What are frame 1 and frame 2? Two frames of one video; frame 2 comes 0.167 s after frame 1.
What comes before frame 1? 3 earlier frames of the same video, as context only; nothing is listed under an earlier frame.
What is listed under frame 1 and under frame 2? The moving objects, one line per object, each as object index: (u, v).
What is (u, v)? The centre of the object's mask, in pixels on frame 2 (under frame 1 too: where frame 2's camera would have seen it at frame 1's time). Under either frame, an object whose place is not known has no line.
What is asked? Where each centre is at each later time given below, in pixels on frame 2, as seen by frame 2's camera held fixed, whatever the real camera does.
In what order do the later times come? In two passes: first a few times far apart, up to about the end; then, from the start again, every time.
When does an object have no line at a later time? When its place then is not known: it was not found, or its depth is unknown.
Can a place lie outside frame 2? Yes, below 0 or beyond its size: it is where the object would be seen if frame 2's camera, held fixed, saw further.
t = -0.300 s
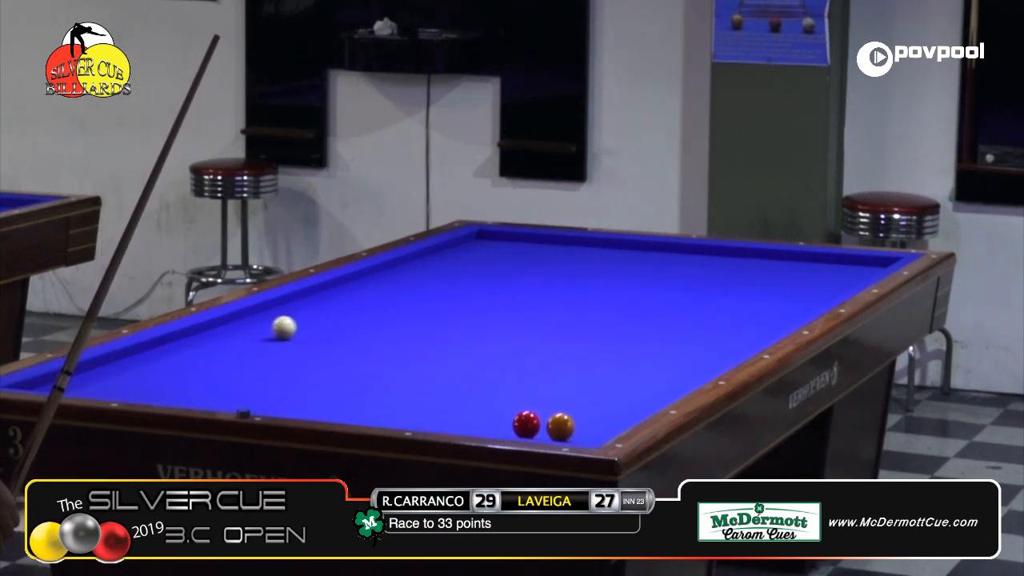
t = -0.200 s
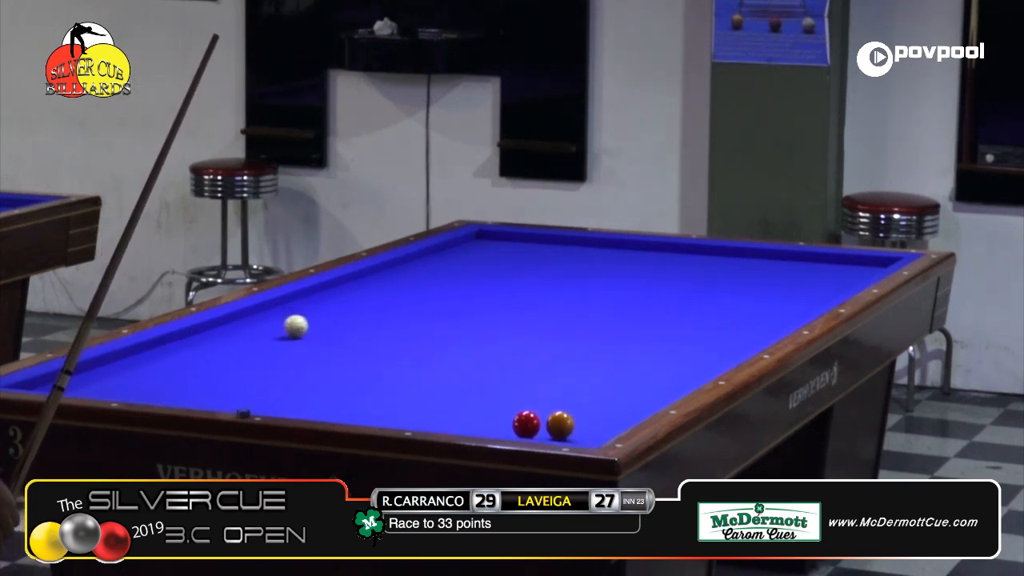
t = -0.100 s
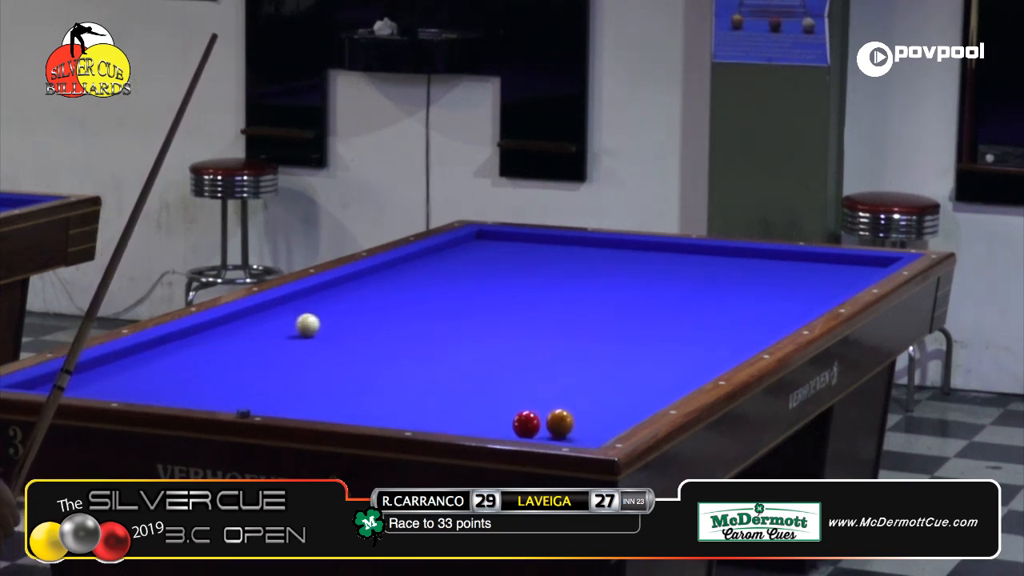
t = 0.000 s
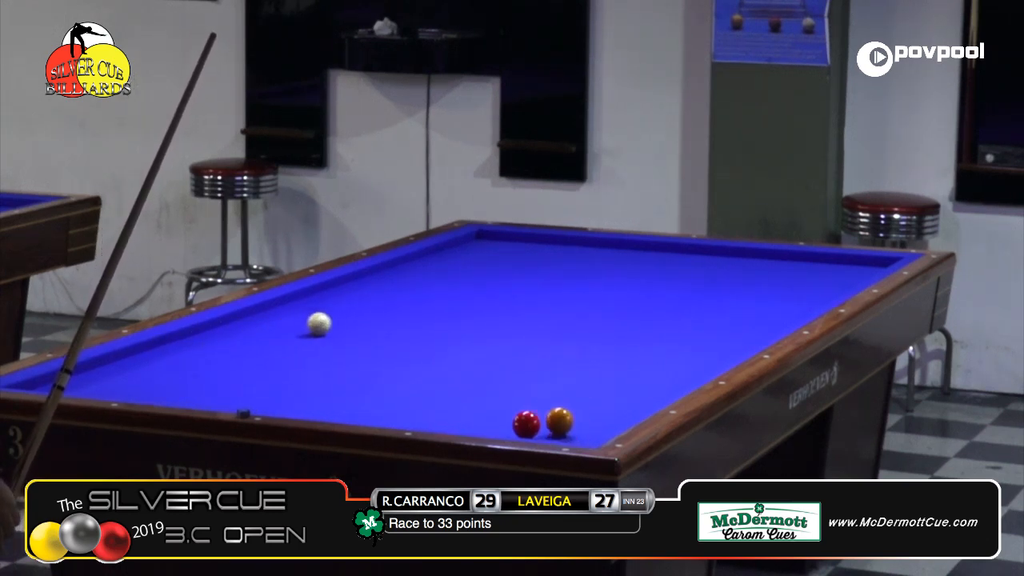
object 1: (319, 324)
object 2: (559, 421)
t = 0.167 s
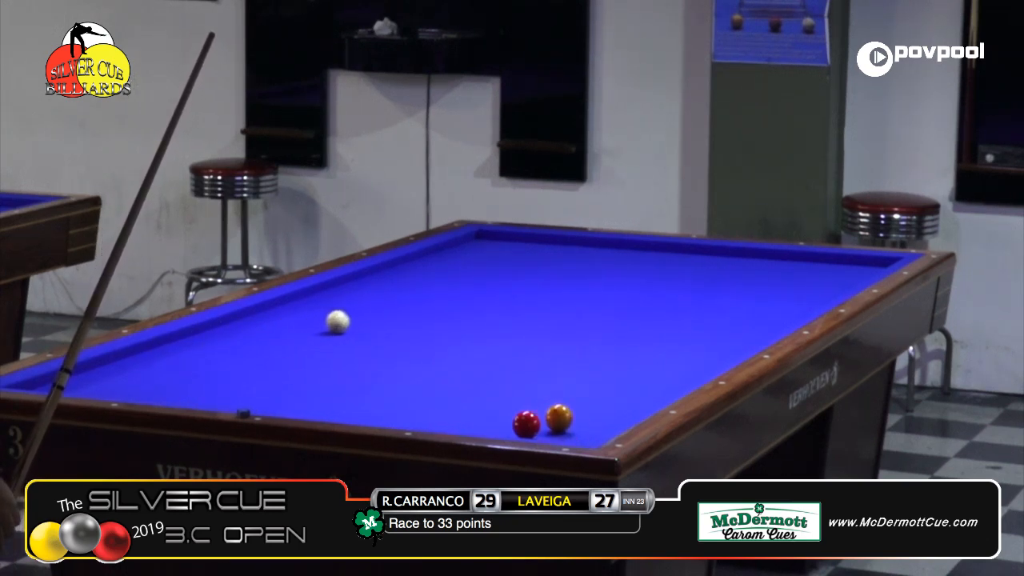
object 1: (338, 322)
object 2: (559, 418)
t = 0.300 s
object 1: (352, 320)
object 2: (558, 416)
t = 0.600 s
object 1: (383, 317)
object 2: (557, 411)
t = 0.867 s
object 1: (409, 314)
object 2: (557, 407)
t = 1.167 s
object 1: (437, 311)
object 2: (556, 402)
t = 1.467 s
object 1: (463, 308)
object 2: (555, 398)
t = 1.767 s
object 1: (487, 306)
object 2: (554, 395)
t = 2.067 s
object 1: (509, 303)
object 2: (553, 391)
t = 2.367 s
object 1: (531, 301)
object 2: (553, 389)
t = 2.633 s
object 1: (548, 299)
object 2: (552, 387)
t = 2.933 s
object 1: (567, 297)
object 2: (552, 385)
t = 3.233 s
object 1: (584, 295)
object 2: (551, 383)
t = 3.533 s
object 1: (599, 294)
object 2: (551, 382)
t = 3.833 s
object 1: (613, 292)
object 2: (551, 381)
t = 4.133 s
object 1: (626, 291)
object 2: (551, 381)
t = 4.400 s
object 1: (637, 290)
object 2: (551, 380)
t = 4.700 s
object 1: (647, 289)
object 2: (551, 380)
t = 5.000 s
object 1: (656, 288)
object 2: (551, 380)
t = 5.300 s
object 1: (664, 287)
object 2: (551, 380)
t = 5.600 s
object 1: (671, 286)
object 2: (551, 380)
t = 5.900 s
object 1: (676, 285)
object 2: (551, 380)
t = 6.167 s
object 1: (680, 285)
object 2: (551, 380)
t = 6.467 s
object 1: (683, 285)
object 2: (551, 380)
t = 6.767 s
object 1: (685, 284)
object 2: (551, 380)
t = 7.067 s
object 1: (687, 284)
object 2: (551, 380)
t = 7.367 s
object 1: (687, 284)
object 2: (551, 380)
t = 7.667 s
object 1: (687, 284)
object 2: (551, 380)
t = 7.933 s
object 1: (687, 284)
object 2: (551, 380)
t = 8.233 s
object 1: (687, 284)
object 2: (551, 380)
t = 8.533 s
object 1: (687, 284)
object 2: (551, 380)
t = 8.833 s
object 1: (687, 284)
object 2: (551, 380)
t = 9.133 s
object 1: (686, 284)
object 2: (551, 380)
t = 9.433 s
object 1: (686, 284)
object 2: (551, 380)
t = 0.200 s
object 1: (341, 322)
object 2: (558, 418)
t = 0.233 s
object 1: (345, 321)
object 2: (558, 417)
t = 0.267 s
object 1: (348, 320)
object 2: (558, 416)
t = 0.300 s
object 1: (352, 320)
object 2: (558, 416)
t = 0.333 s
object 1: (355, 320)
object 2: (558, 415)
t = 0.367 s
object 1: (359, 320)
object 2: (558, 415)
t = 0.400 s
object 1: (363, 319)
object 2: (558, 414)
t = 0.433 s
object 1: (366, 319)
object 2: (558, 414)
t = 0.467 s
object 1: (369, 318)
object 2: (558, 413)
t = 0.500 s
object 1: (373, 318)
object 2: (558, 412)
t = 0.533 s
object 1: (376, 318)
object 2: (558, 412)
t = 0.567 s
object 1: (379, 317)
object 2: (557, 411)
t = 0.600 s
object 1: (383, 317)
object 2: (557, 411)
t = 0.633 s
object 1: (386, 317)
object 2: (557, 410)
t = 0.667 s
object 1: (390, 316)
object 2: (557, 409)
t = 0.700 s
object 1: (393, 316)
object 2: (557, 409)
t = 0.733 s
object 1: (396, 315)
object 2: (557, 408)
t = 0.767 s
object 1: (400, 315)
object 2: (557, 408)
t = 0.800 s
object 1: (403, 315)
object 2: (557, 407)
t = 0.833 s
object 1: (406, 314)
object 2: (557, 407)
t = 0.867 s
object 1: (409, 314)
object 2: (557, 407)
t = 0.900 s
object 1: (412, 314)
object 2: (557, 406)
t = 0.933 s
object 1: (415, 314)
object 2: (556, 406)
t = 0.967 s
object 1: (418, 313)
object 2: (556, 405)
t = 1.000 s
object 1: (421, 313)
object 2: (556, 405)
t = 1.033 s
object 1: (425, 313)
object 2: (556, 405)
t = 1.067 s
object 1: (428, 312)
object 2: (556, 404)
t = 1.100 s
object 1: (431, 312)
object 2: (556, 403)
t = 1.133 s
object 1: (434, 311)
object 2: (556, 403)
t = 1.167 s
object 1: (437, 311)
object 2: (556, 402)
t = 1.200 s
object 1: (440, 311)
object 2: (556, 402)
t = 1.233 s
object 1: (443, 310)
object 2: (555, 401)
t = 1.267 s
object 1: (446, 310)
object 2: (555, 401)
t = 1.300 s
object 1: (449, 310)
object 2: (555, 400)
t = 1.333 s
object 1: (451, 310)
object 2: (555, 400)
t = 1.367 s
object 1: (454, 309)
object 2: (555, 399)
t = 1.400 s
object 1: (457, 309)
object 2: (555, 399)
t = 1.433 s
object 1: (460, 308)
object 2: (555, 399)
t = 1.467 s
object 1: (463, 308)
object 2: (555, 398)
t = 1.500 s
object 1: (466, 308)
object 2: (555, 398)
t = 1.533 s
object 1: (468, 308)
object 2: (554, 398)
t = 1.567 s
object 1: (471, 307)
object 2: (554, 397)
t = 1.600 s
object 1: (473, 307)
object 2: (554, 397)
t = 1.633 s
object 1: (476, 307)
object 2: (554, 396)
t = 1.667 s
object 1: (479, 306)
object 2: (554, 396)
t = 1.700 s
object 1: (482, 306)
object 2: (554, 396)
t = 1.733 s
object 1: (484, 306)
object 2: (554, 395)
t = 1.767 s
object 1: (487, 306)
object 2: (554, 395)
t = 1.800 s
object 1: (489, 305)
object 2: (554, 394)
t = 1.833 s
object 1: (492, 305)
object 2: (554, 394)
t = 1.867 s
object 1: (495, 305)
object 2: (554, 394)
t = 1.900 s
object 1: (497, 305)
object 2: (554, 393)
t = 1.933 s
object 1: (499, 304)
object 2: (554, 393)
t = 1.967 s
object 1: (502, 304)
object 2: (554, 393)
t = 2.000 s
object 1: (505, 304)
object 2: (554, 392)
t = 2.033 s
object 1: (507, 304)
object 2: (553, 392)
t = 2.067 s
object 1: (509, 303)
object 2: (553, 391)
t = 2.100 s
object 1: (512, 303)
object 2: (553, 391)
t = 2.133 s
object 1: (515, 303)
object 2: (553, 391)
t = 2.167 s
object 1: (517, 302)
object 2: (553, 391)
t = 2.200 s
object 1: (520, 302)
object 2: (553, 390)
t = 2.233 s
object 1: (522, 302)
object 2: (553, 390)
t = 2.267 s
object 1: (524, 302)
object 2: (553, 390)
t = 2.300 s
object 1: (526, 302)
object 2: (553, 389)
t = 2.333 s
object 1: (529, 301)
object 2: (553, 389)
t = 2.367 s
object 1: (531, 301)
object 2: (553, 389)
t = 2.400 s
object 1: (533, 301)
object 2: (553, 388)
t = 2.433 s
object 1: (535, 301)
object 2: (553, 388)
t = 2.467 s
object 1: (538, 300)
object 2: (553, 388)
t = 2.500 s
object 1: (540, 300)
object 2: (553, 388)
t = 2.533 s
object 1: (542, 300)
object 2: (553, 387)
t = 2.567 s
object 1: (544, 300)
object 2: (553, 387)
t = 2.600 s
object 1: (546, 299)
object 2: (552, 387)
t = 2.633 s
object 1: (548, 299)
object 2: (552, 387)
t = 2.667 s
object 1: (550, 299)
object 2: (552, 387)
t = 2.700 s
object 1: (552, 299)
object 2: (552, 386)
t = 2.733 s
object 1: (554, 298)
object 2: (552, 386)
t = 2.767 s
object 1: (557, 298)
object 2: (552, 386)
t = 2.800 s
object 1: (558, 298)
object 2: (552, 386)
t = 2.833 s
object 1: (561, 298)
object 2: (552, 385)
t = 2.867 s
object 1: (563, 297)
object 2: (552, 385)
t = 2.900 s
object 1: (565, 297)
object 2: (552, 385)
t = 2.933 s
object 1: (567, 297)
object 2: (552, 385)
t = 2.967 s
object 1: (568, 297)
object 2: (552, 385)
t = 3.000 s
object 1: (571, 296)
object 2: (552, 384)
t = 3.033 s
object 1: (573, 296)
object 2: (552, 384)
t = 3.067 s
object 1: (574, 296)
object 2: (552, 384)
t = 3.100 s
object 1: (576, 296)
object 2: (552, 384)
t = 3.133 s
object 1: (578, 296)
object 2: (552, 384)
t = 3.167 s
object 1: (580, 295)
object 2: (552, 384)
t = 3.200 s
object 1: (582, 295)
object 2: (552, 383)
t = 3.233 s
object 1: (584, 295)
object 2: (551, 383)
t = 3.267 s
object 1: (585, 295)
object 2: (551, 383)
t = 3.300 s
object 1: (587, 295)
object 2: (551, 383)
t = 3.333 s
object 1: (589, 295)
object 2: (551, 383)
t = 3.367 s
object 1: (591, 295)
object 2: (551, 383)
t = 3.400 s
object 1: (593, 294)
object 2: (551, 382)
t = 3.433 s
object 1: (594, 294)
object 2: (551, 382)
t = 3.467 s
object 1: (596, 294)
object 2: (551, 382)
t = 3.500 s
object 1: (598, 294)
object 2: (551, 382)
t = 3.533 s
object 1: (599, 294)
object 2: (551, 382)
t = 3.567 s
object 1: (601, 293)
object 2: (551, 382)
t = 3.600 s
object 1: (602, 293)
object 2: (551, 382)
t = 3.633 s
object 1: (604, 293)
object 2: (551, 382)
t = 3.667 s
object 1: (606, 293)
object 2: (551, 381)
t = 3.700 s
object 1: (607, 293)
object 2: (551, 382)
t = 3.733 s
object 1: (609, 292)
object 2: (551, 381)
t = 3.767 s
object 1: (610, 293)
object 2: (551, 381)
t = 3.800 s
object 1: (612, 292)
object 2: (551, 381)
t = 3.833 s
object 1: (613, 292)
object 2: (551, 381)
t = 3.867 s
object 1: (615, 292)
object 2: (551, 381)
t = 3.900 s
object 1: (616, 292)
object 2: (551, 381)
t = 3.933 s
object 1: (618, 292)
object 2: (551, 381)
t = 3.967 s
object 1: (619, 291)
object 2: (551, 381)
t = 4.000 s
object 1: (621, 291)
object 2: (551, 381)
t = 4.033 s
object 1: (622, 291)
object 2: (551, 381)
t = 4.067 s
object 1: (623, 291)
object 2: (551, 381)
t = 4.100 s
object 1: (625, 291)
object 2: (551, 381)
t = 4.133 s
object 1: (626, 291)
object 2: (551, 381)
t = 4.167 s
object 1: (627, 291)
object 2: (551, 381)
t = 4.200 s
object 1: (629, 290)
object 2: (551, 380)
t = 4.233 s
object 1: (630, 290)
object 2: (551, 380)
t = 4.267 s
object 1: (632, 290)
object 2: (551, 380)
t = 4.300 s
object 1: (633, 290)
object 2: (551, 380)
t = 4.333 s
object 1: (634, 290)
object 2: (550, 380)
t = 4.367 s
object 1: (635, 290)
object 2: (550, 380)
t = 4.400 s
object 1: (637, 290)
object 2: (551, 380)
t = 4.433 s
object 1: (638, 289)
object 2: (551, 380)
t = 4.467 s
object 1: (639, 289)
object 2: (551, 380)
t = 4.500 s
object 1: (640, 289)
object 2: (551, 380)
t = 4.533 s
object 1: (641, 289)
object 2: (551, 380)
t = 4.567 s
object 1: (642, 289)
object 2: (551, 380)
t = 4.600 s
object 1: (644, 289)
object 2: (551, 380)
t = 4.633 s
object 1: (645, 289)
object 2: (551, 380)
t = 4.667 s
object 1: (646, 289)
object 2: (551, 380)
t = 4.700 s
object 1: (647, 289)
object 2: (551, 380)
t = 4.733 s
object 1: (648, 288)
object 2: (551, 380)
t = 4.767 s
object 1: (649, 288)
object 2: (551, 380)
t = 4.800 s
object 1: (650, 288)
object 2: (551, 380)
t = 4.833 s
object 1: (651, 288)
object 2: (551, 380)
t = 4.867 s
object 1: (652, 288)
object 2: (551, 380)
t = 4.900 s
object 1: (653, 288)
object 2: (551, 380)
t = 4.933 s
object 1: (654, 288)
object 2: (551, 380)
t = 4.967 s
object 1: (655, 288)
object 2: (551, 380)
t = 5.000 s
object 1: (656, 288)
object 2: (551, 380)
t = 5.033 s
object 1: (657, 287)
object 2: (551, 380)
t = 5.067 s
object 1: (658, 287)
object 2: (551, 380)
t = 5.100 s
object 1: (659, 287)
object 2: (551, 380)
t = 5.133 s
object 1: (660, 287)
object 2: (551, 380)
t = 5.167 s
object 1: (661, 287)
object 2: (551, 380)
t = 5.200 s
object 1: (661, 287)
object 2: (551, 380)
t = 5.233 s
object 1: (662, 287)
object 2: (551, 380)
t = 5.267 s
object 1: (663, 287)
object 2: (551, 380)
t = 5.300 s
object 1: (664, 287)
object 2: (551, 380)
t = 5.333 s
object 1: (665, 287)
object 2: (551, 380)
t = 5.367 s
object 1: (666, 287)
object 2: (551, 380)
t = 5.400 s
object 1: (666, 287)
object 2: (551, 380)
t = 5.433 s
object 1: (667, 286)
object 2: (551, 380)
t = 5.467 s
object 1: (668, 286)
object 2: (551, 380)
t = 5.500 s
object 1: (669, 286)
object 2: (551, 380)
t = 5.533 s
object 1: (669, 286)
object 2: (551, 380)
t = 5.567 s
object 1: (670, 286)
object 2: (551, 380)
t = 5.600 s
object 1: (671, 286)
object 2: (551, 380)
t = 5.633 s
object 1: (671, 286)
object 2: (551, 380)
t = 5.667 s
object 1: (672, 286)
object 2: (551, 380)
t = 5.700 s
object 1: (673, 286)
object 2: (551, 380)
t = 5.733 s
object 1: (673, 286)
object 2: (551, 380)
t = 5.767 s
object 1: (674, 286)
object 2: (551, 380)
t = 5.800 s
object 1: (674, 286)
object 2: (551, 380)
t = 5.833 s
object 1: (675, 285)
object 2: (551, 380)
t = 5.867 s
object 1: (676, 285)
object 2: (551, 380)
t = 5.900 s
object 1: (676, 285)
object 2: (551, 380)
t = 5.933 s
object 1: (677, 285)
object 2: (551, 380)
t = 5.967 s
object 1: (677, 285)
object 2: (551, 380)
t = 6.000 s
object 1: (678, 285)
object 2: (551, 380)
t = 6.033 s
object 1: (678, 285)
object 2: (551, 380)
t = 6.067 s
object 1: (679, 285)
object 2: (551, 380)
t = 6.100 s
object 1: (679, 285)
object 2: (551, 380)
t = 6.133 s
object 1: (680, 285)
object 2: (551, 380)
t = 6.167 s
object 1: (680, 285)
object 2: (551, 380)
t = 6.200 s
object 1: (680, 285)
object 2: (551, 380)
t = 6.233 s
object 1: (681, 285)
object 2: (551, 380)
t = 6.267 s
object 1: (681, 285)
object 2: (551, 380)
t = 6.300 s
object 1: (682, 285)
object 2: (551, 380)
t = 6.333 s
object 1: (682, 285)
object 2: (551, 380)
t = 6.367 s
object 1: (682, 285)
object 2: (551, 380)
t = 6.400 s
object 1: (683, 285)
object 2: (551, 380)
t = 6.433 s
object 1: (683, 285)
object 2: (551, 380)
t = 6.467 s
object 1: (683, 285)
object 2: (551, 380)
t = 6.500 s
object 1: (683, 285)
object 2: (551, 380)
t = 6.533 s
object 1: (684, 285)
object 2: (551, 380)
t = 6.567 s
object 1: (684, 285)
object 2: (551, 380)
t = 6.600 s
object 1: (684, 285)
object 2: (551, 380)
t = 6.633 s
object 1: (685, 285)
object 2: (551, 380)
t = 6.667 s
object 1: (685, 284)
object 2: (551, 380)
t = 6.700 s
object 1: (685, 284)
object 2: (551, 380)
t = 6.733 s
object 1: (685, 284)
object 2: (551, 380)
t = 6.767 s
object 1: (685, 284)
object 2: (551, 380)
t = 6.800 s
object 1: (686, 284)
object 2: (551, 380)
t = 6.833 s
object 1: (686, 284)
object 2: (551, 380)
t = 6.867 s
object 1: (686, 284)
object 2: (551, 380)
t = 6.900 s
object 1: (686, 284)
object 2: (551, 380)
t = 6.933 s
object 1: (686, 284)
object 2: (551, 380)
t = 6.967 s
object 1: (686, 284)
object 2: (551, 380)
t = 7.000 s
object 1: (686, 284)
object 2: (551, 380)
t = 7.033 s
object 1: (686, 284)
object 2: (551, 380)
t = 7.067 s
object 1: (687, 284)
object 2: (551, 380)
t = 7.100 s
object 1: (686, 284)
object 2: (551, 380)
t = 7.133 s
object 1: (687, 284)
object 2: (551, 380)
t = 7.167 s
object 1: (687, 284)
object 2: (551, 380)
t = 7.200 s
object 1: (687, 284)
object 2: (551, 380)
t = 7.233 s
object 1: (687, 284)
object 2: (551, 380)
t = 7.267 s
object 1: (687, 284)
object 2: (551, 380)
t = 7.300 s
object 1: (687, 284)
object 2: (551, 380)
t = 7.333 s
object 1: (687, 284)
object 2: (551, 380)
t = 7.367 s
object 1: (687, 284)
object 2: (551, 380)
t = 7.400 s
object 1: (687, 284)
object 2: (551, 380)
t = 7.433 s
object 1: (687, 284)
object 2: (551, 380)
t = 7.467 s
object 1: (687, 284)
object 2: (551, 380)
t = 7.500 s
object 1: (687, 284)
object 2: (551, 380)
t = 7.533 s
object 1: (687, 284)
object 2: (551, 380)
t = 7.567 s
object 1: (687, 284)
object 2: (551, 380)
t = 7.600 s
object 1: (686, 284)
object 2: (551, 380)
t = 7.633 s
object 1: (687, 284)
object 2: (551, 380)
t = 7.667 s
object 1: (687, 284)
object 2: (551, 380)
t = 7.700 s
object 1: (687, 284)
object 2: (551, 380)
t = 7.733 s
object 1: (687, 284)
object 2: (551, 380)
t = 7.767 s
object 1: (687, 284)
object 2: (551, 380)
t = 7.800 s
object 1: (687, 284)
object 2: (551, 380)
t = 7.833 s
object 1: (687, 284)
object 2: (551, 380)
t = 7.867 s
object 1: (687, 284)
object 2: (551, 380)
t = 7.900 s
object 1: (687, 284)
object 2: (551, 380)
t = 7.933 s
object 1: (687, 284)
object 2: (551, 380)
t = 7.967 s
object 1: (687, 284)
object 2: (551, 380)
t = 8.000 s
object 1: (687, 284)
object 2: (551, 380)
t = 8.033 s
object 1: (687, 284)
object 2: (551, 380)
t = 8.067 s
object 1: (687, 284)
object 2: (551, 380)
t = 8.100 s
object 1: (687, 284)
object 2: (551, 380)
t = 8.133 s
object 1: (687, 284)
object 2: (551, 380)
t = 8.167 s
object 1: (687, 284)
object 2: (551, 380)
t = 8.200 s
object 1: (687, 284)
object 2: (551, 380)
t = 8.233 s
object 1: (687, 284)
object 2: (551, 380)
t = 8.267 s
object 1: (687, 284)
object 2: (551, 380)
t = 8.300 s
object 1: (687, 284)
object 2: (551, 380)
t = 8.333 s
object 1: (687, 284)
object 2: (551, 380)
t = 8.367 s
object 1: (687, 284)
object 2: (551, 380)
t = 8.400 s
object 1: (687, 284)
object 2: (551, 380)
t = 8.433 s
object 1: (687, 284)
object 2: (551, 380)
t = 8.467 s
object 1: (686, 284)
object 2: (551, 380)
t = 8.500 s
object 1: (687, 284)
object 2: (551, 380)
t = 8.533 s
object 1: (687, 284)
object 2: (551, 380)
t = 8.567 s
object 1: (687, 284)
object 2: (551, 380)
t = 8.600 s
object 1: (687, 284)
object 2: (551, 380)
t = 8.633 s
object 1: (687, 284)
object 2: (551, 380)
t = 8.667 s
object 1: (687, 284)
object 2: (551, 380)
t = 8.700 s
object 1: (687, 284)
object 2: (551, 380)
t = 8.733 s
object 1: (687, 284)
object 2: (551, 380)
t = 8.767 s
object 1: (687, 284)
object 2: (551, 380)
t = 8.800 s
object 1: (687, 284)
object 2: (551, 380)
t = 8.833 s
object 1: (687, 284)
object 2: (551, 380)
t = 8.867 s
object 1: (687, 284)
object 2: (551, 380)
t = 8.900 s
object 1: (687, 284)
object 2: (551, 380)
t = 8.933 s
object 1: (687, 284)
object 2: (551, 380)
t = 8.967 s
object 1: (686, 284)
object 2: (551, 380)
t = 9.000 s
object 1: (686, 284)
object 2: (551, 380)
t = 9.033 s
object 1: (686, 284)
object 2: (551, 380)
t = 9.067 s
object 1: (686, 284)
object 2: (551, 380)
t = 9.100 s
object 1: (686, 284)
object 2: (551, 380)
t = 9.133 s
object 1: (686, 284)
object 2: (551, 380)
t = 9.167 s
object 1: (686, 284)
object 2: (551, 380)
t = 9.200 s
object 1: (686, 284)
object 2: (551, 380)
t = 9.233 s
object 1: (686, 284)
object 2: (551, 380)
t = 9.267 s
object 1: (686, 284)
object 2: (551, 380)
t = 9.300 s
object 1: (686, 284)
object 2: (551, 380)
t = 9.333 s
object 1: (686, 284)
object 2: (551, 380)
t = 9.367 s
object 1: (686, 284)
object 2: (551, 380)
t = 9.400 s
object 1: (686, 284)
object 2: (551, 380)
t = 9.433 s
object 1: (686, 284)
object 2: (551, 380)
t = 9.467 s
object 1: (686, 284)
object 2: (551, 380)
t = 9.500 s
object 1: (686, 284)
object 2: (551, 380)
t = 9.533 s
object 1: (686, 284)
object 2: (551, 380)
